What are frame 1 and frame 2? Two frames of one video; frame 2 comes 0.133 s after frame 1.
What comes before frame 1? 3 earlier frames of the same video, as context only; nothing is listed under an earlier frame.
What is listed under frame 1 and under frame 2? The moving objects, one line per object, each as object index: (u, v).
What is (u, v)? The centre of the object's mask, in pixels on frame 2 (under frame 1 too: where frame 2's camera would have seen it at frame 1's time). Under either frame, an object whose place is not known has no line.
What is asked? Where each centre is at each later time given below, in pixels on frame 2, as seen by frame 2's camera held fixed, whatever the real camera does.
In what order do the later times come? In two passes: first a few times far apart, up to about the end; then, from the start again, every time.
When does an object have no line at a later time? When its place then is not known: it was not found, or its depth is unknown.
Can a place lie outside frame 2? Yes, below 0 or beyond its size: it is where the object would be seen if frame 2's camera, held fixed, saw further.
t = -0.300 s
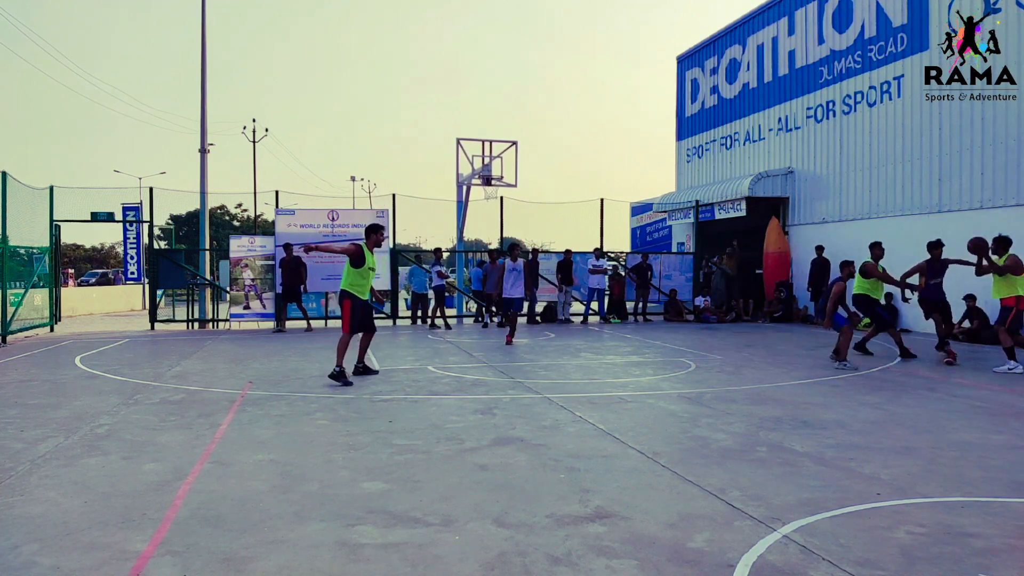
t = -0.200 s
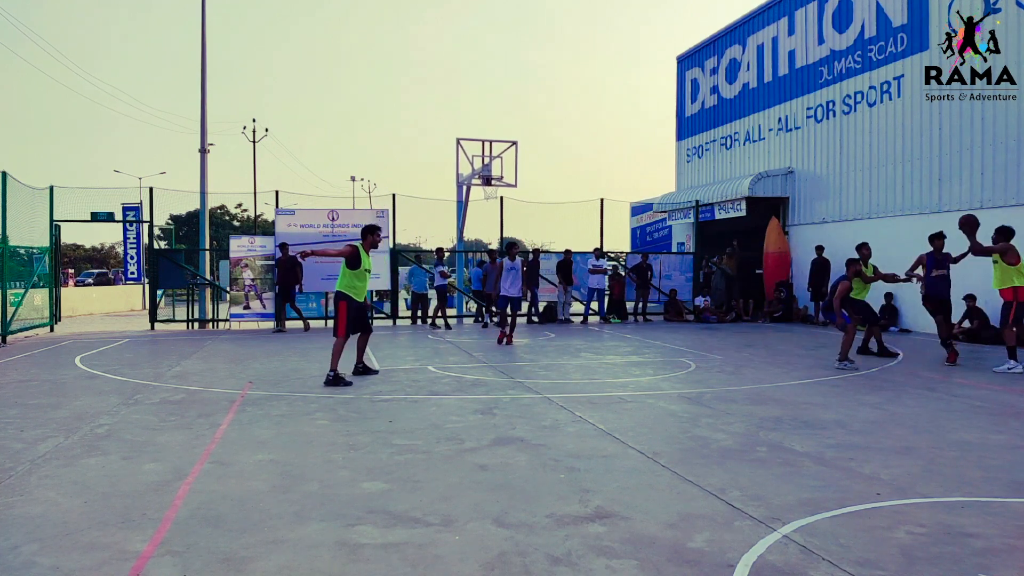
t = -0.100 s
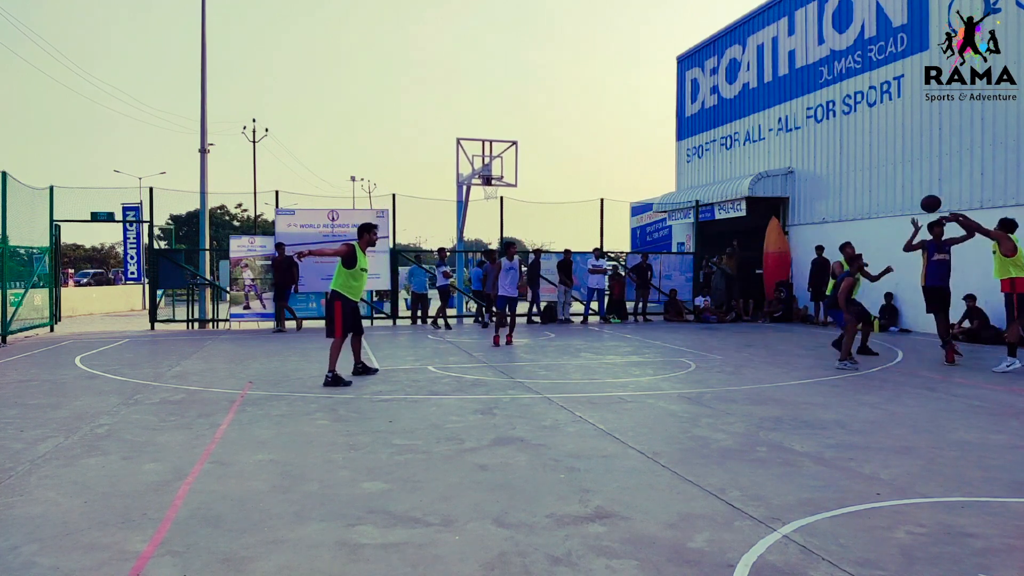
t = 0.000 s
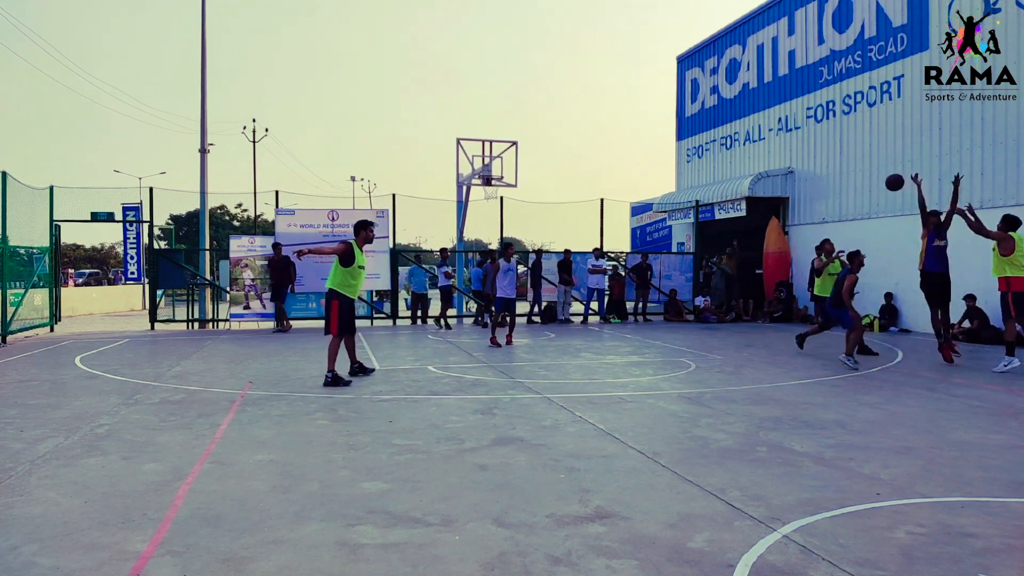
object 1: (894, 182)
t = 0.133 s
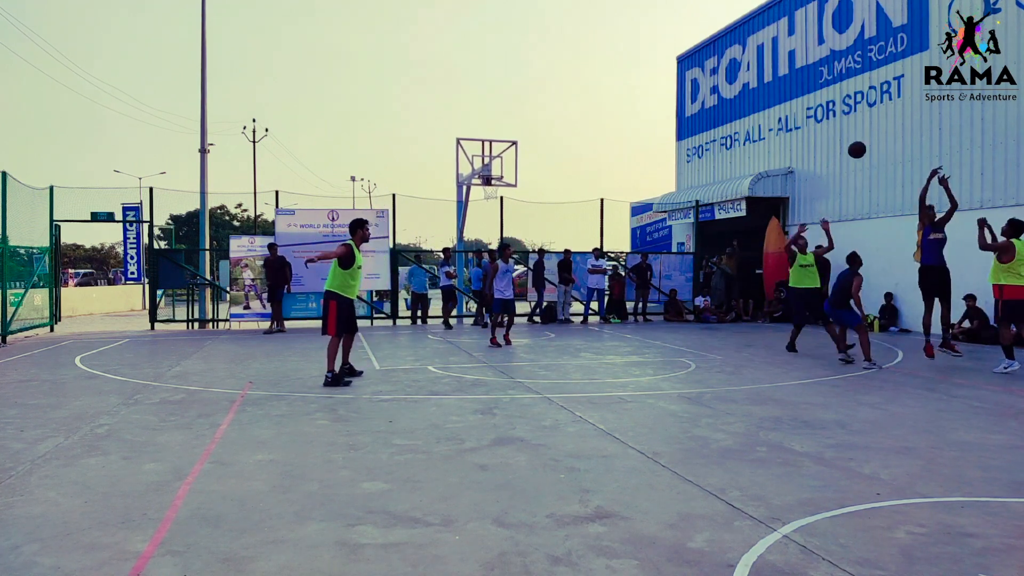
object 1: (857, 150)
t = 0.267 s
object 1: (821, 131)
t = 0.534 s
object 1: (756, 131)
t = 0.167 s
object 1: (848, 144)
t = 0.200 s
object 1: (839, 139)
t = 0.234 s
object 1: (830, 134)
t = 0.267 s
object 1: (821, 131)
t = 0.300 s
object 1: (813, 128)
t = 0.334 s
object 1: (804, 126)
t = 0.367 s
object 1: (796, 125)
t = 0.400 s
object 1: (788, 125)
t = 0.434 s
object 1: (780, 125)
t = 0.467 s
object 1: (772, 127)
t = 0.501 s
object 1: (764, 128)
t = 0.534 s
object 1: (756, 131)
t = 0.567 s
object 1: (748, 134)
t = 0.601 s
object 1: (740, 138)
